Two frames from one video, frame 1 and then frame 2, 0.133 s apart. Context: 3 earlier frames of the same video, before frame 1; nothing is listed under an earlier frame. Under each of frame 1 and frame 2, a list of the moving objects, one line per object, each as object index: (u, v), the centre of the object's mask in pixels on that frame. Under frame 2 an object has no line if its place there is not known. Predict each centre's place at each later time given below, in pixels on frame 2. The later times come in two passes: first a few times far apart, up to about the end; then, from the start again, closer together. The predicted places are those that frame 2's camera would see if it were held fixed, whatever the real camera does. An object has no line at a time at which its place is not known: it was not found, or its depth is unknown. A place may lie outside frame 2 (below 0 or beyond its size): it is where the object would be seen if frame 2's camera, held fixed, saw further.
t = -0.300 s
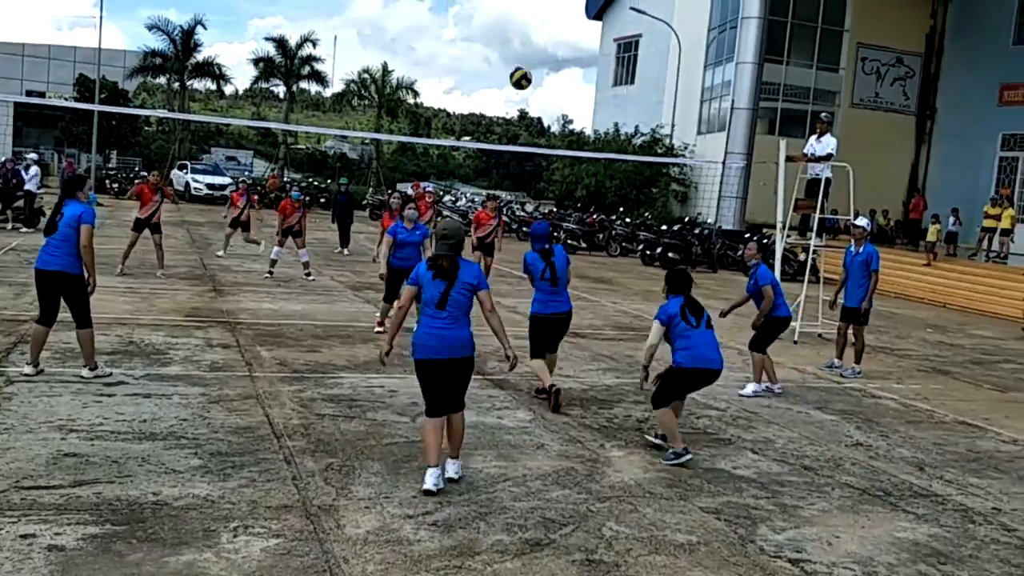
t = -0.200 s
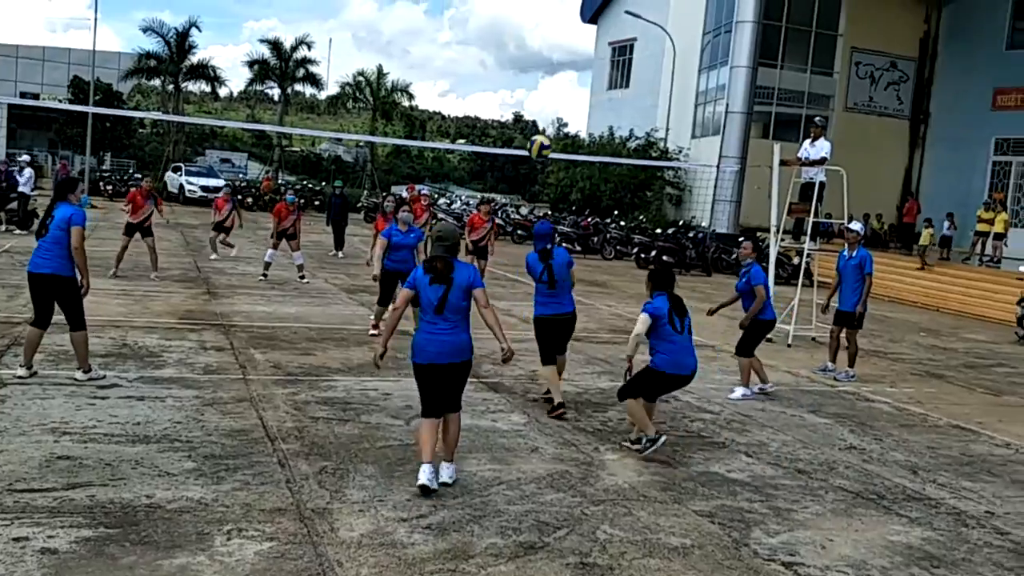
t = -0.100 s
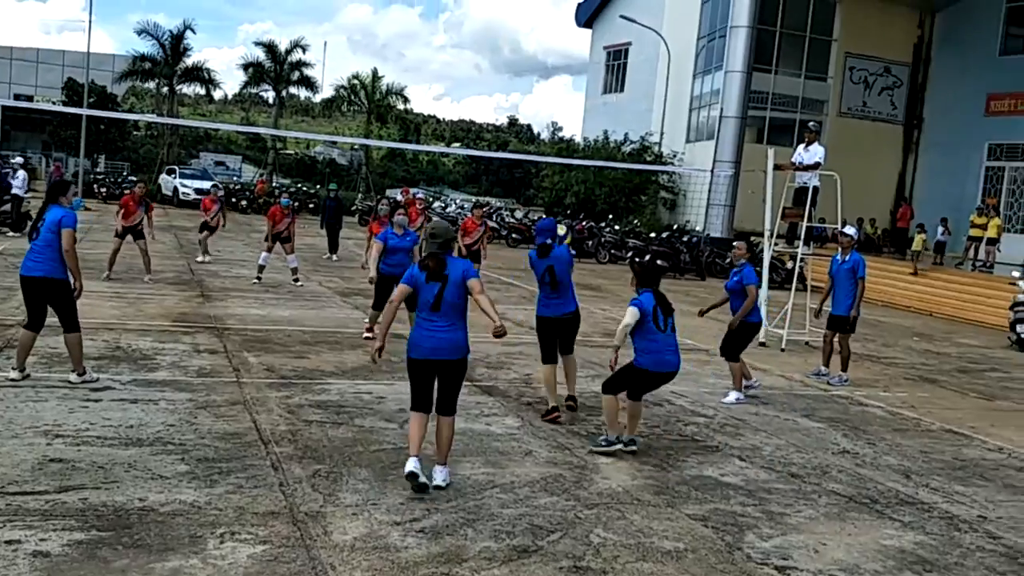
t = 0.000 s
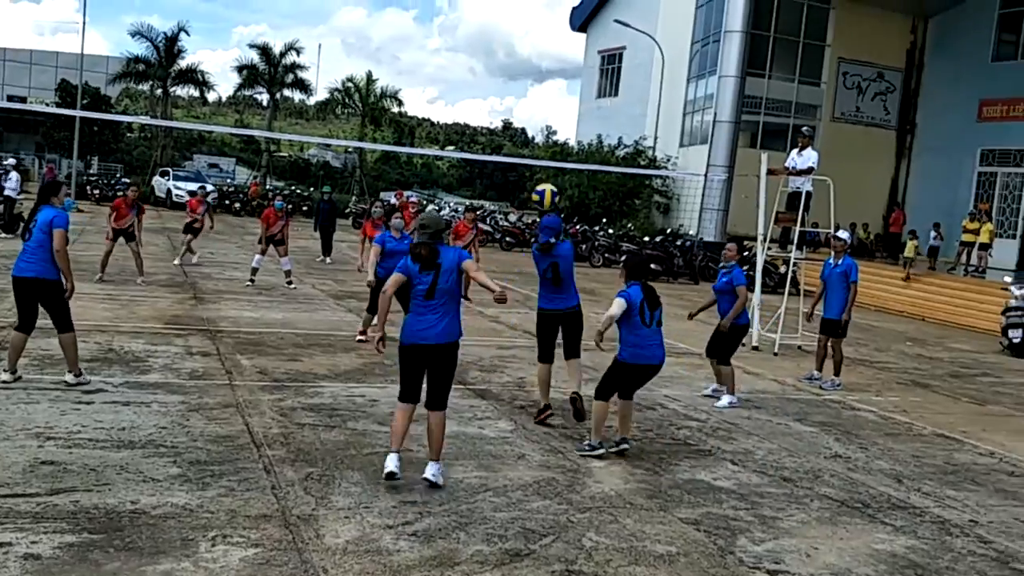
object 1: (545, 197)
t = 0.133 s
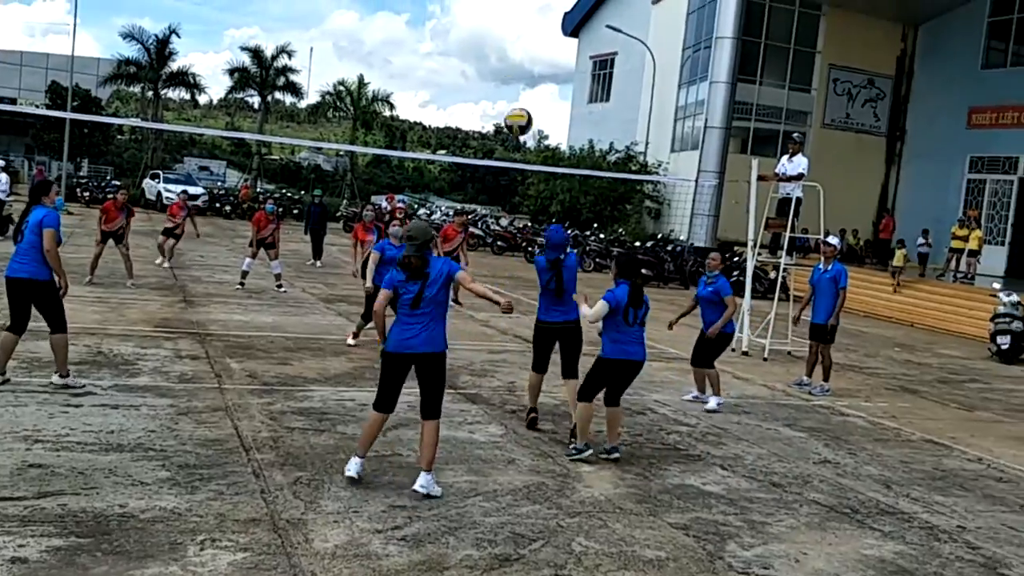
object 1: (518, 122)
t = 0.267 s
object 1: (495, 58)
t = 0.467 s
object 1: (451, 5)
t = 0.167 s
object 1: (513, 104)
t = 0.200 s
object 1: (507, 88)
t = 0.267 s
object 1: (495, 58)
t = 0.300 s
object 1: (489, 45)
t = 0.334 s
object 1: (482, 32)
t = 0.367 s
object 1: (474, 22)
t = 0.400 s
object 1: (467, 13)
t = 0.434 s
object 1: (459, 8)
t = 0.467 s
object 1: (451, 5)
